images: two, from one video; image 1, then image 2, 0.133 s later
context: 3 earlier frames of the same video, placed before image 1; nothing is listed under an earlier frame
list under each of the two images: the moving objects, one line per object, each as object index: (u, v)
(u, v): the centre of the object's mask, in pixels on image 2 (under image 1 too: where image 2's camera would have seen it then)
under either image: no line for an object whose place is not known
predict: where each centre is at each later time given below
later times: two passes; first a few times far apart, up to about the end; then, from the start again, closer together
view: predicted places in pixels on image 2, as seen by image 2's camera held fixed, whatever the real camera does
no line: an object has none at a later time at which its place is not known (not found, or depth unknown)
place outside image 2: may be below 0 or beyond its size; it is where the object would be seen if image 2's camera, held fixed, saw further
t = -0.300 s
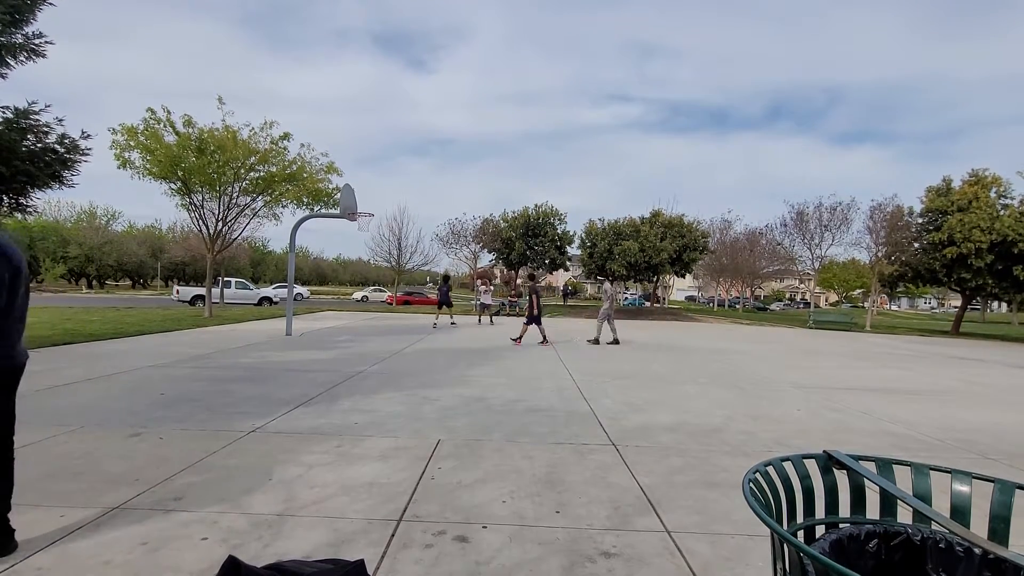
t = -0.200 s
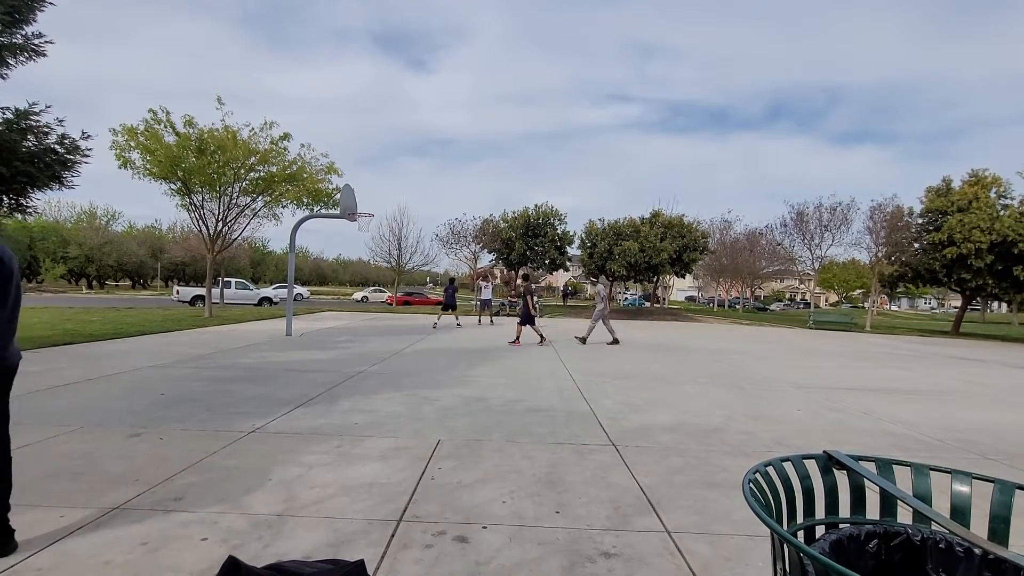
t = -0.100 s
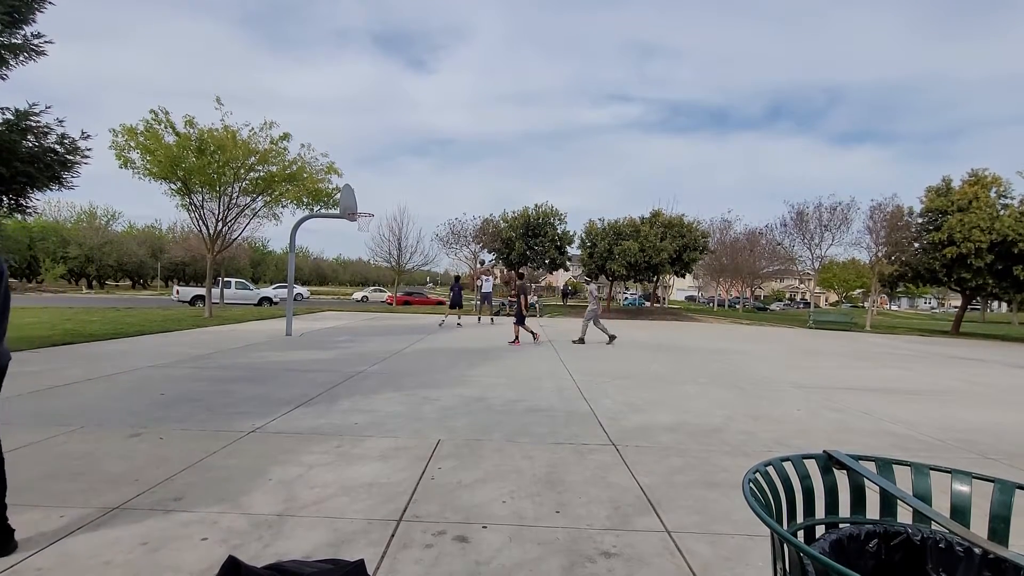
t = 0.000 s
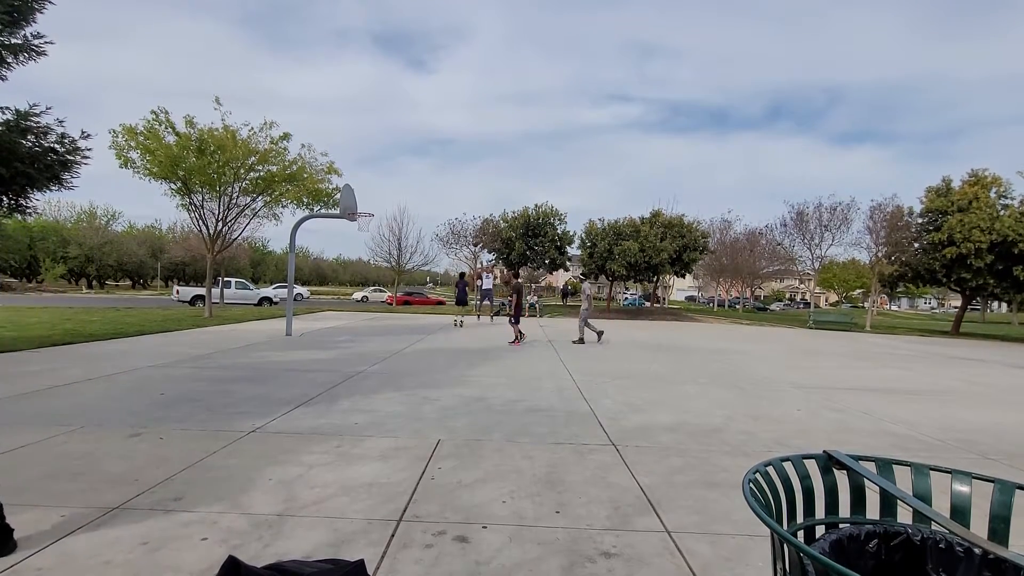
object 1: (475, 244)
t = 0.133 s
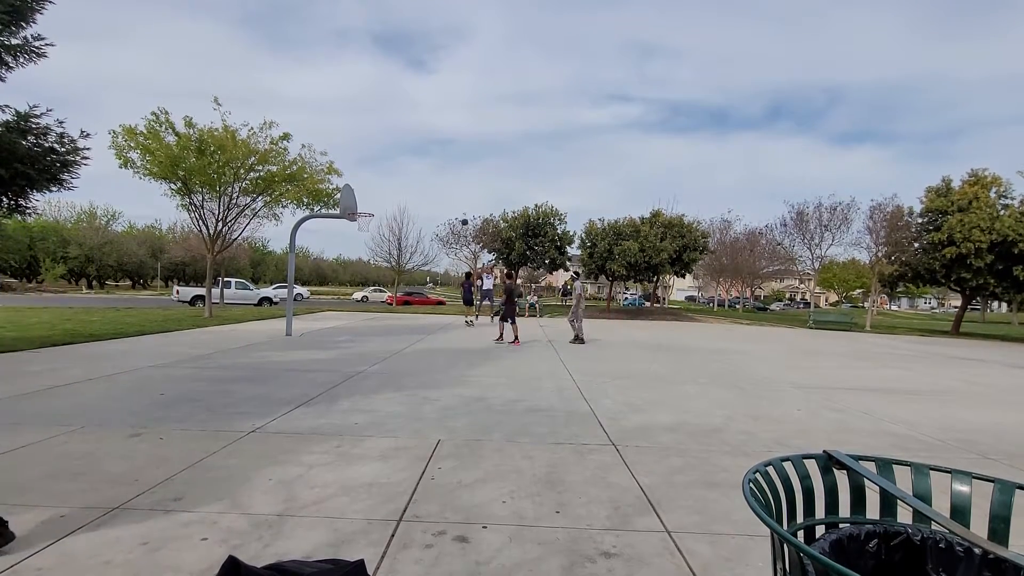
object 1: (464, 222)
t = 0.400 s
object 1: (441, 191)
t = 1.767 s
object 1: (345, 300)
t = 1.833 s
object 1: (343, 319)
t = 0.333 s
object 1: (447, 197)
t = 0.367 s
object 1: (444, 194)
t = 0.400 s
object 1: (441, 191)
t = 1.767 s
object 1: (345, 300)
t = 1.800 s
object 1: (345, 309)
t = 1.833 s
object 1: (343, 319)
